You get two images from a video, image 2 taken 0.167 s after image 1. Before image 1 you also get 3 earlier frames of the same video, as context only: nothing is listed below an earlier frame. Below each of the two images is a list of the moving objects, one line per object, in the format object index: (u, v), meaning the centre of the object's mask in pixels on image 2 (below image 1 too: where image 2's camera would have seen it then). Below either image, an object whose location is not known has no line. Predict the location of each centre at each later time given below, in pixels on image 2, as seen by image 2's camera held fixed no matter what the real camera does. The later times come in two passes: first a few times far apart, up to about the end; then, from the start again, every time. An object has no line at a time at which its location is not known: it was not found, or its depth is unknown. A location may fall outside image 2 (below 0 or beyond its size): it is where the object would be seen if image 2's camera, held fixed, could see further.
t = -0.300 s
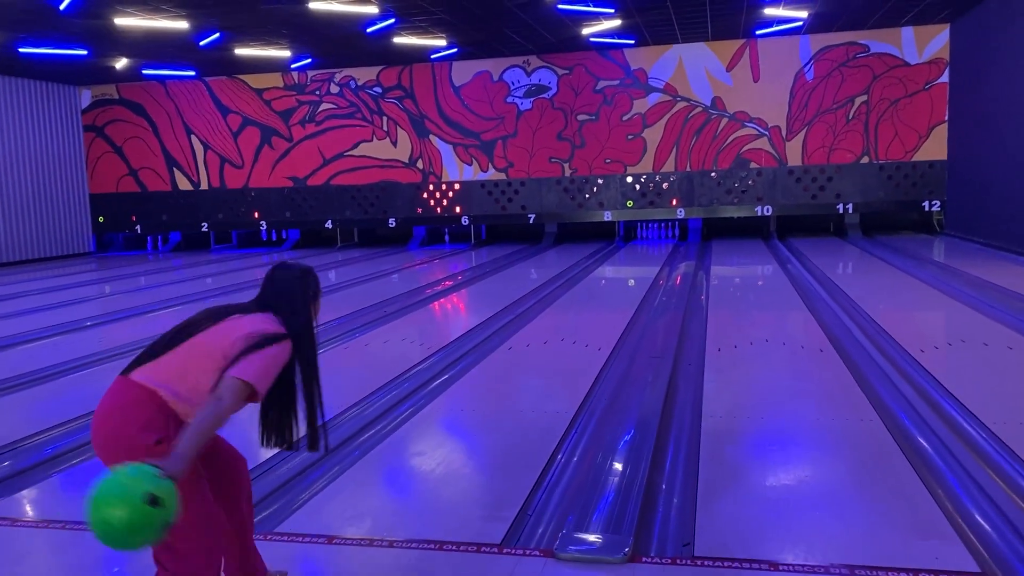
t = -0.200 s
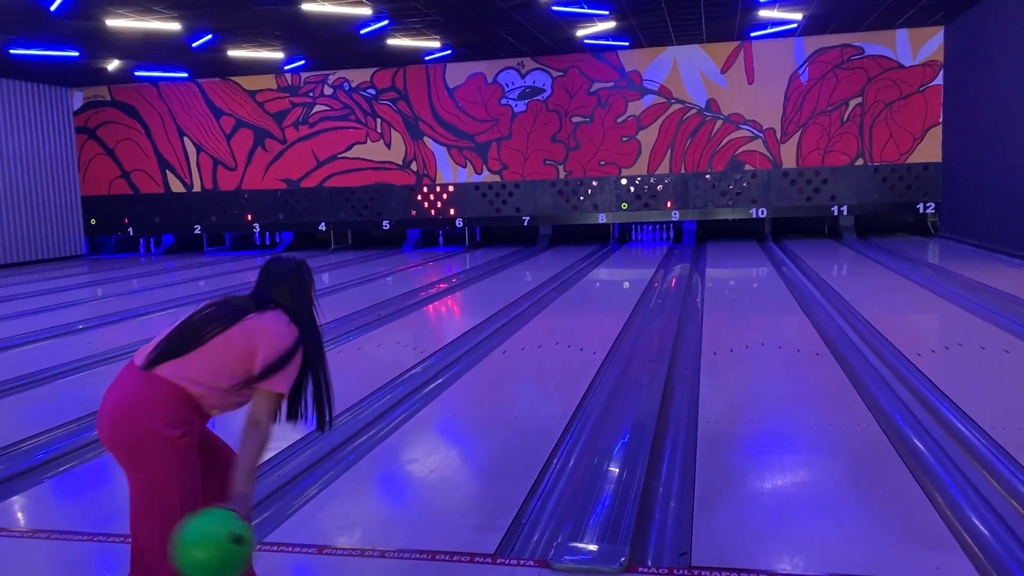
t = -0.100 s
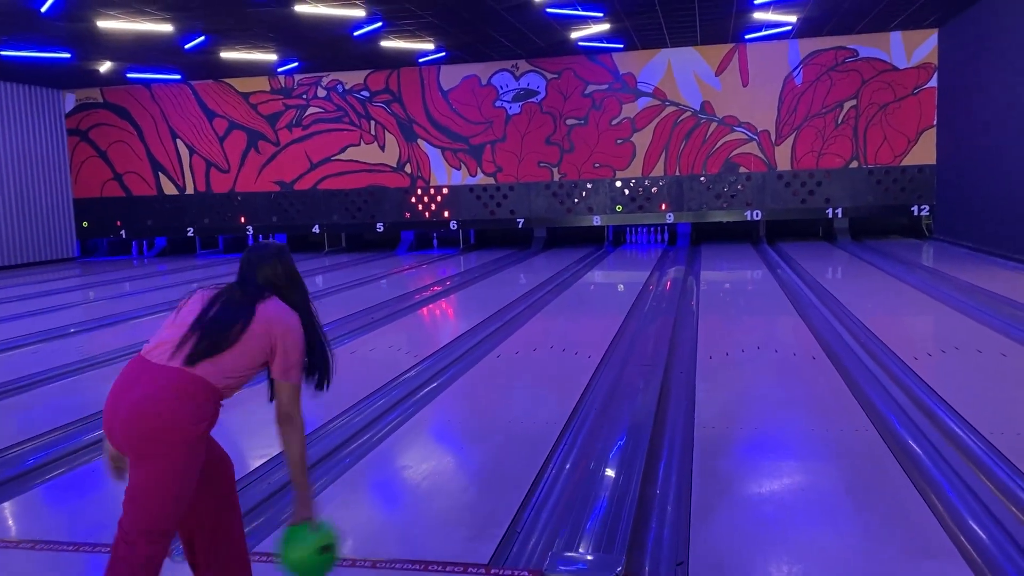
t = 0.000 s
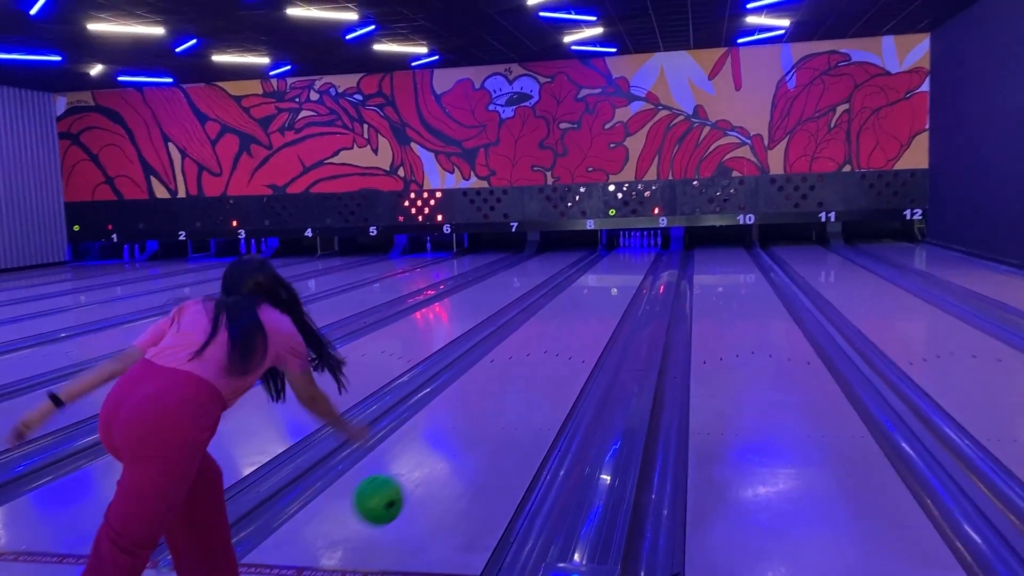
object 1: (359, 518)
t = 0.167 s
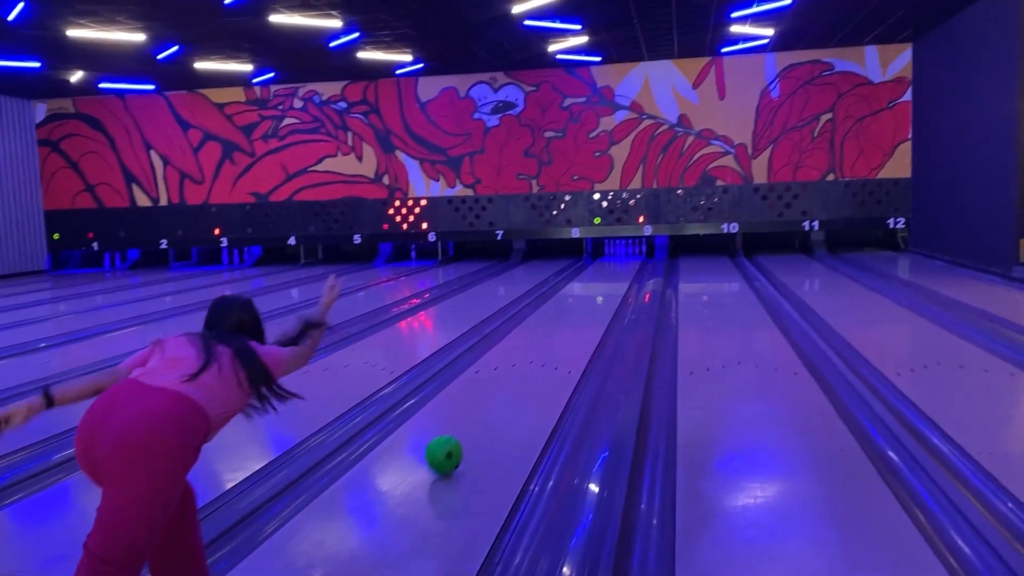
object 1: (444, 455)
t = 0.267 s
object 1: (475, 421)
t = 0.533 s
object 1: (527, 361)
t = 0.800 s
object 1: (557, 327)
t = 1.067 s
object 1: (576, 304)
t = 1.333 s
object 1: (590, 289)
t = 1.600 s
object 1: (601, 278)
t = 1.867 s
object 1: (610, 269)
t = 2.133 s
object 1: (617, 262)
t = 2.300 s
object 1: (620, 258)
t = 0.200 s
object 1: (455, 443)
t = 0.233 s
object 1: (465, 431)
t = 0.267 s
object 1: (475, 421)
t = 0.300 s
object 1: (483, 411)
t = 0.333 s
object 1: (491, 402)
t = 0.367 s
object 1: (498, 394)
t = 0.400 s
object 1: (505, 386)
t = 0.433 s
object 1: (511, 379)
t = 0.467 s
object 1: (517, 373)
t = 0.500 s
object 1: (522, 367)
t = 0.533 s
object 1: (527, 361)
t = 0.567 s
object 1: (531, 356)
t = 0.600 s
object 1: (536, 351)
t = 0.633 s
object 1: (540, 347)
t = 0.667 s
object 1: (544, 342)
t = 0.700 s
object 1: (547, 338)
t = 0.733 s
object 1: (551, 334)
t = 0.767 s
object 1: (554, 330)
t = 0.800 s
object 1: (557, 327)
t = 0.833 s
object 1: (559, 323)
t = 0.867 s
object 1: (562, 320)
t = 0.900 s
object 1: (565, 317)
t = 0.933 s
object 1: (567, 314)
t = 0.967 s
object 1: (569, 312)
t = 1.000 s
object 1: (572, 309)
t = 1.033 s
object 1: (574, 307)
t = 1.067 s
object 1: (576, 304)
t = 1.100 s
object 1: (578, 302)
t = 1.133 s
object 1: (580, 300)
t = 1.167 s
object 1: (582, 298)
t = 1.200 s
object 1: (583, 296)
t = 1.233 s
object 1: (585, 294)
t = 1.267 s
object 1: (587, 292)
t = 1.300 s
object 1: (588, 291)
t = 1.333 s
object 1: (590, 289)
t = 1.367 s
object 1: (591, 287)
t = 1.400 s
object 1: (593, 286)
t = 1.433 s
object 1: (594, 284)
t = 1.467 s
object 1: (596, 283)
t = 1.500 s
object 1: (597, 281)
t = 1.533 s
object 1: (598, 280)
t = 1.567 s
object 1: (600, 279)
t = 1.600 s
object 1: (601, 278)
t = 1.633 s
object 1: (602, 276)
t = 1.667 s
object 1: (603, 275)
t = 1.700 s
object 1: (605, 274)
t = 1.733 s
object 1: (605, 273)
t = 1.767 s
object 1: (606, 272)
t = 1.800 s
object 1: (608, 271)
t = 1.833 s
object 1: (609, 270)
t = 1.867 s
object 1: (610, 269)
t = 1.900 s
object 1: (611, 268)
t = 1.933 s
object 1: (612, 267)
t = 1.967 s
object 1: (613, 266)
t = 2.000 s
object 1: (614, 265)
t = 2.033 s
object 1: (615, 264)
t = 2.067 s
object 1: (616, 263)
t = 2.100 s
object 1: (616, 263)
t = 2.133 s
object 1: (617, 262)
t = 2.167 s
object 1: (618, 261)
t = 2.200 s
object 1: (618, 260)
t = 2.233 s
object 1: (619, 259)
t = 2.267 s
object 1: (620, 259)
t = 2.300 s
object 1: (620, 258)
